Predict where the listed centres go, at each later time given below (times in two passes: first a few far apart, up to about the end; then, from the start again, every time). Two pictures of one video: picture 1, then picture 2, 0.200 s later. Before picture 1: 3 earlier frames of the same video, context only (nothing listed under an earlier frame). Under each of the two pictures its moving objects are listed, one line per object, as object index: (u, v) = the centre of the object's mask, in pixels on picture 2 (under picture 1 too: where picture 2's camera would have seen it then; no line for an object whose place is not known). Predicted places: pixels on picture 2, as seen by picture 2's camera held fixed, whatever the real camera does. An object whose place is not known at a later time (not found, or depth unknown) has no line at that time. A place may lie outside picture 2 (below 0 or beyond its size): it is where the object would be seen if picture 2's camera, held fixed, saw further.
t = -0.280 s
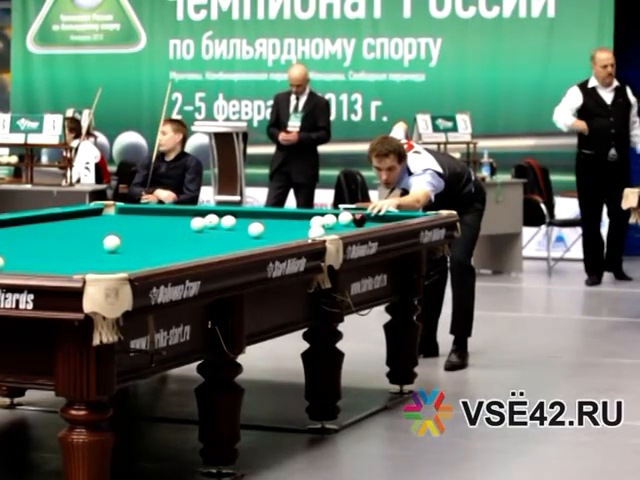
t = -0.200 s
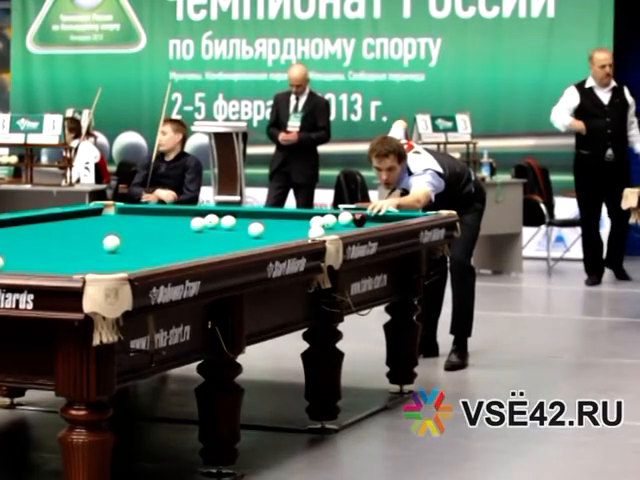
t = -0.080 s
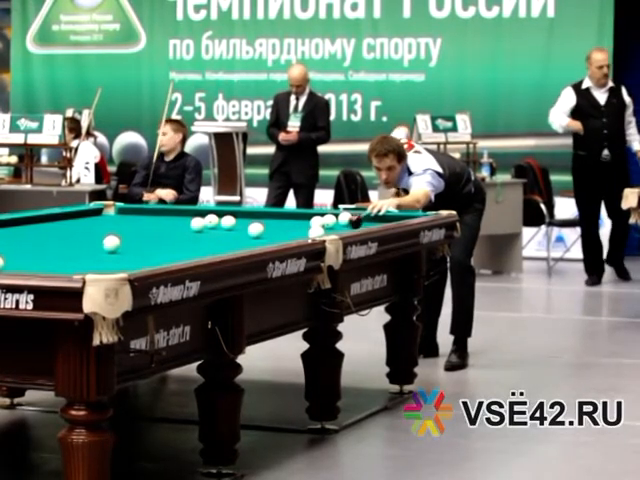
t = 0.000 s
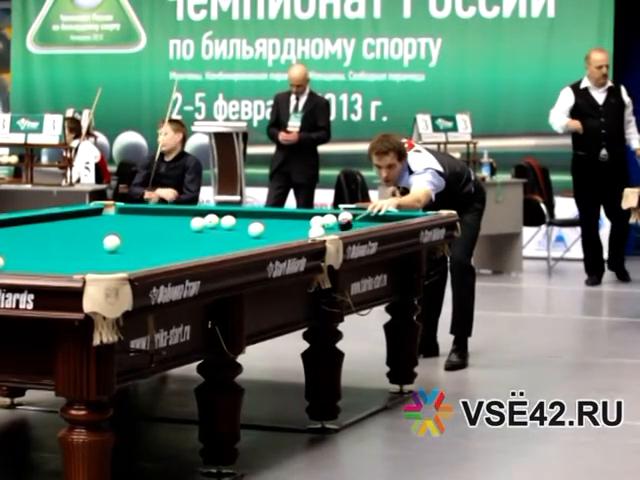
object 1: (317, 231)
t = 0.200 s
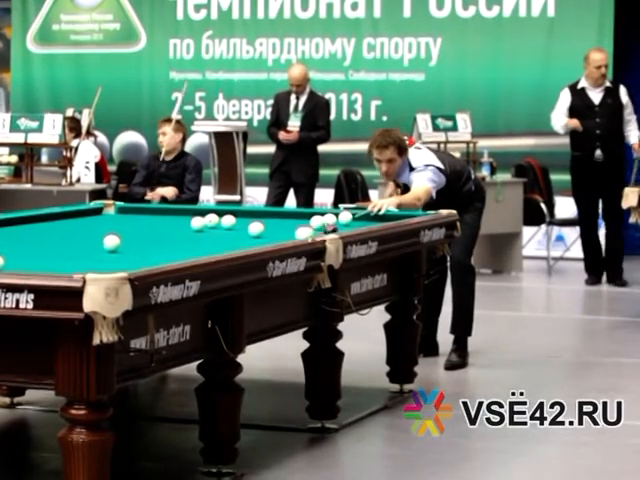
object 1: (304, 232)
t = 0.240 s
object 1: (292, 234)
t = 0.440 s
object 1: (229, 243)
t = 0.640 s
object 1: (171, 251)
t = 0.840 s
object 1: (115, 259)
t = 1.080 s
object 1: (40, 266)
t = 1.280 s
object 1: (25, 267)
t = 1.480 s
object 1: (53, 263)
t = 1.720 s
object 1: (77, 258)
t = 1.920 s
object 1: (96, 254)
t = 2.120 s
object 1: (114, 250)
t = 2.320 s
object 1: (130, 246)
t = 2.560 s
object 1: (149, 241)
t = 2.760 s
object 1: (163, 238)
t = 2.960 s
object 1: (177, 234)
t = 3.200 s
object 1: (192, 231)
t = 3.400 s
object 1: (203, 228)
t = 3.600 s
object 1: (213, 226)
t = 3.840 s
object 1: (224, 224)
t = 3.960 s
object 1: (230, 221)
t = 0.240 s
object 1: (292, 234)
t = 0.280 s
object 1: (279, 235)
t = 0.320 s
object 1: (266, 238)
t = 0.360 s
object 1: (254, 240)
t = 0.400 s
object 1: (242, 241)
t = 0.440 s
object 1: (229, 243)
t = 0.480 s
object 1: (217, 244)
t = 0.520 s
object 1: (205, 246)
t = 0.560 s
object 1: (194, 248)
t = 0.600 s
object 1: (183, 249)
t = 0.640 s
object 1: (171, 251)
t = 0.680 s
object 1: (160, 253)
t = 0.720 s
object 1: (149, 254)
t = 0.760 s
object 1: (138, 256)
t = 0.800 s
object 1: (127, 257)
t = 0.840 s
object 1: (115, 259)
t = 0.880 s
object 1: (103, 261)
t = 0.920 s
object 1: (91, 262)
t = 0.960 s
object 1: (78, 262)
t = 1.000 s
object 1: (66, 263)
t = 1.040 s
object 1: (53, 265)
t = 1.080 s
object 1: (40, 266)
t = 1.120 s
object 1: (28, 266)
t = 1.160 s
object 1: (15, 268)
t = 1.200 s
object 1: (10, 268)
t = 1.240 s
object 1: (18, 267)
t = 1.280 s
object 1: (25, 267)
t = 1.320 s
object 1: (32, 265)
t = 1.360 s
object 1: (38, 265)
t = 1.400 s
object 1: (43, 264)
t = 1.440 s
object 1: (48, 263)
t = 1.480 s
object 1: (53, 263)
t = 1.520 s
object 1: (57, 262)
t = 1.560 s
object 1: (61, 262)
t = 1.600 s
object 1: (65, 261)
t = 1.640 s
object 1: (69, 260)
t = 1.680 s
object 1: (73, 259)
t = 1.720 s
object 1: (77, 258)
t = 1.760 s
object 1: (81, 257)
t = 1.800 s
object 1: (85, 257)
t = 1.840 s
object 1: (89, 256)
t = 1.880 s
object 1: (93, 255)
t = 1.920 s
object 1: (96, 254)
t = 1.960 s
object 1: (100, 253)
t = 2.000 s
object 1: (103, 252)
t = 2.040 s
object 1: (107, 252)
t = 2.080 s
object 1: (110, 251)
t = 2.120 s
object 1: (114, 250)
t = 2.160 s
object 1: (117, 249)
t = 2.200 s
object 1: (121, 248)
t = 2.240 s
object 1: (124, 247)
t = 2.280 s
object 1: (127, 247)
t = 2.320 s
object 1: (130, 246)
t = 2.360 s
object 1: (134, 245)
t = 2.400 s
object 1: (137, 244)
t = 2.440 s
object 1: (140, 244)
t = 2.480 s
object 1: (143, 243)
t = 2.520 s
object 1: (146, 242)
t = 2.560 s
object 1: (149, 241)
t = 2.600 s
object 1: (152, 240)
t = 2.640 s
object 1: (155, 240)
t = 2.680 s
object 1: (158, 239)
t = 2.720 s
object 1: (161, 238)
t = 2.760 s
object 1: (163, 238)
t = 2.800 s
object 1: (166, 237)
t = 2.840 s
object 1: (169, 236)
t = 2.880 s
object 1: (171, 236)
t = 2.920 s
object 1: (174, 235)
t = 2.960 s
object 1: (177, 234)
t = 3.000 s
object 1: (179, 234)
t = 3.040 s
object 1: (182, 234)
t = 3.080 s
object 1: (184, 233)
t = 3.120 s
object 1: (187, 232)
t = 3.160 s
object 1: (189, 232)
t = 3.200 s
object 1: (192, 231)
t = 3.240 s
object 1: (194, 231)
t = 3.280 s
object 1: (196, 230)
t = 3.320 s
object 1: (198, 229)
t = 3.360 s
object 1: (200, 229)
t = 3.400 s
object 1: (203, 228)
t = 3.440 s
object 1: (205, 227)
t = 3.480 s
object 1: (208, 227)
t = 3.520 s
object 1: (210, 227)
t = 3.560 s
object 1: (212, 227)
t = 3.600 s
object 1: (213, 226)
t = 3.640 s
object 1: (215, 226)
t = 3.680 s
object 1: (216, 226)
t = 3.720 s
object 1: (219, 226)
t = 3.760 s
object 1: (220, 225)
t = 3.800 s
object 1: (223, 224)
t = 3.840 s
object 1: (224, 224)
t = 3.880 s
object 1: (226, 223)
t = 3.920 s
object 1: (228, 223)
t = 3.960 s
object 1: (230, 221)
